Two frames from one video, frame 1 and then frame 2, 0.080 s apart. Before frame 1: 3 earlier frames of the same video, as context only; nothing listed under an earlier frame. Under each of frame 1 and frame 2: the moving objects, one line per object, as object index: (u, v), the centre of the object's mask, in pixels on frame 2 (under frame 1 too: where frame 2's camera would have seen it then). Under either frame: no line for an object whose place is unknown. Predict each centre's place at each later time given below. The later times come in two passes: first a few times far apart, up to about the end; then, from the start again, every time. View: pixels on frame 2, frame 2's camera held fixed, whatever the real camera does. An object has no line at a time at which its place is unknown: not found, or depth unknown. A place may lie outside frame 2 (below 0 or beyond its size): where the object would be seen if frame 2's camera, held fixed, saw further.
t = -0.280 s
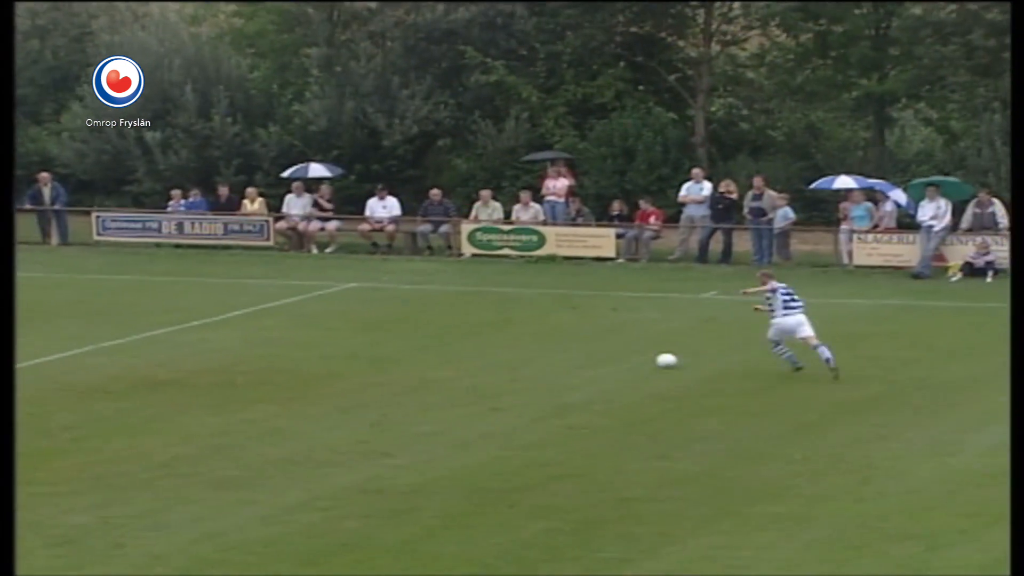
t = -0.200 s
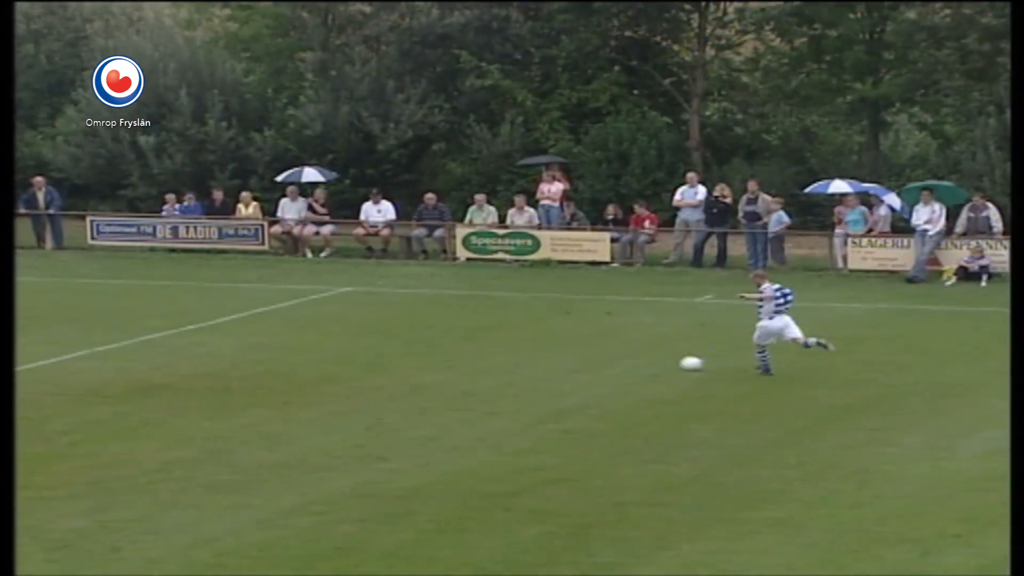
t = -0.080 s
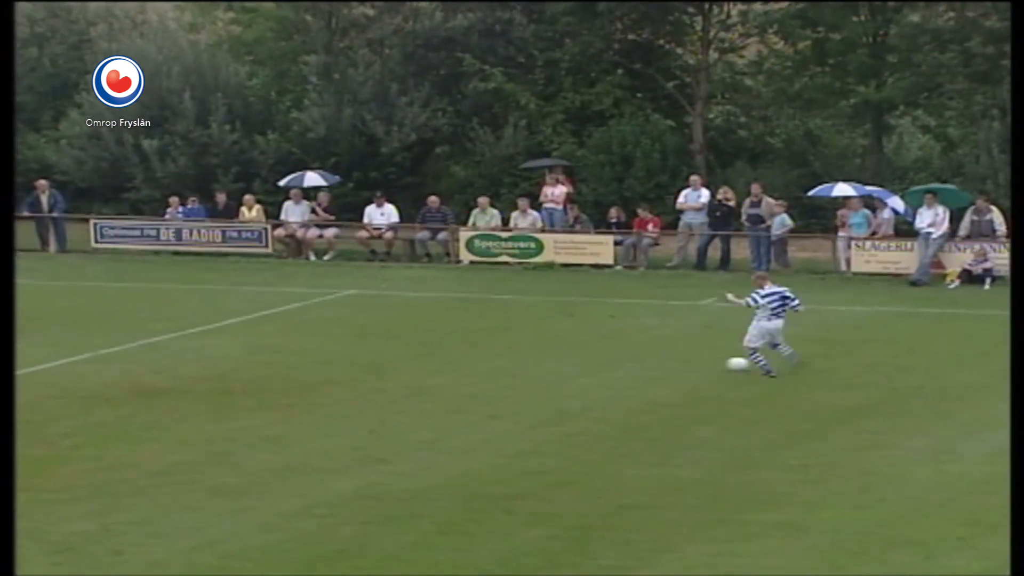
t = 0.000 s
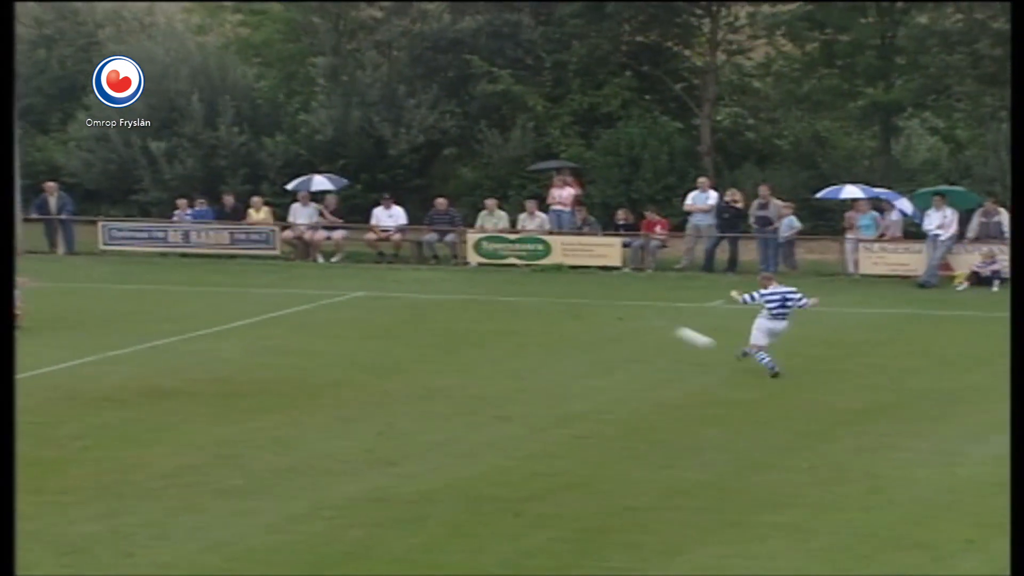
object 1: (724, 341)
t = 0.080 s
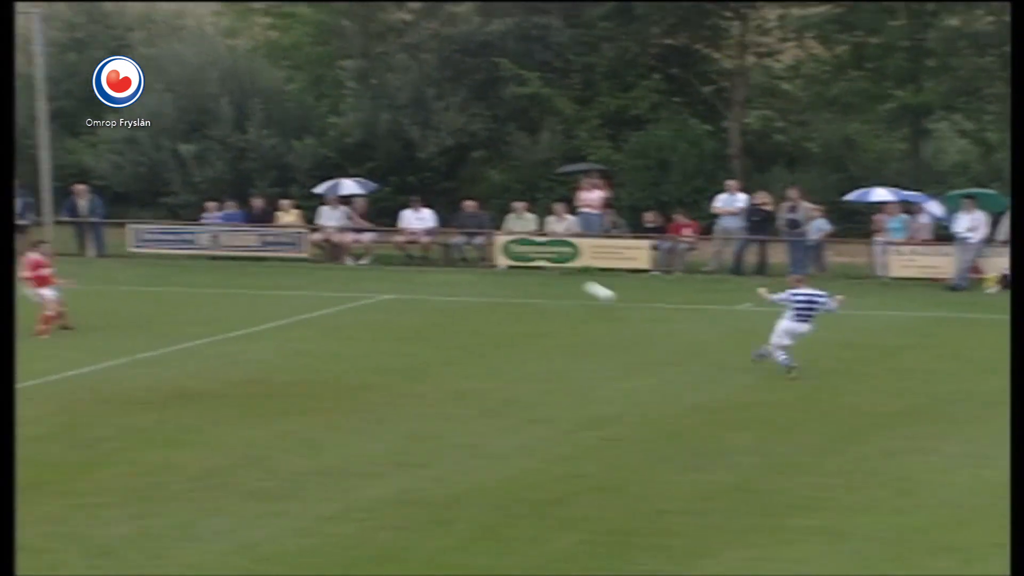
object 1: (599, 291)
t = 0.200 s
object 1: (426, 228)
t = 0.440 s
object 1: (111, 125)
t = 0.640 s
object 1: (-136, 60)
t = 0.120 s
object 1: (539, 269)
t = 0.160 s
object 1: (481, 247)
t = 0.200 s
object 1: (426, 228)
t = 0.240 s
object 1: (372, 209)
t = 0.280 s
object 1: (317, 190)
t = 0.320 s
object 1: (265, 173)
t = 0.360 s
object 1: (214, 156)
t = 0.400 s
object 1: (162, 141)
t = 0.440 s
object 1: (111, 125)
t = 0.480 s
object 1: (60, 111)
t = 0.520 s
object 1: (11, 97)
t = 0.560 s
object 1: (-38, 84)
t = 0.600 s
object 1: (-88, 72)
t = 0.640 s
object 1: (-136, 60)
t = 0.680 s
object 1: (-186, 50)
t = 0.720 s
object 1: (-235, 40)
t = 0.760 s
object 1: (-285, 31)
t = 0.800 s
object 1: (-335, 23)
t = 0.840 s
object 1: (-385, 14)
